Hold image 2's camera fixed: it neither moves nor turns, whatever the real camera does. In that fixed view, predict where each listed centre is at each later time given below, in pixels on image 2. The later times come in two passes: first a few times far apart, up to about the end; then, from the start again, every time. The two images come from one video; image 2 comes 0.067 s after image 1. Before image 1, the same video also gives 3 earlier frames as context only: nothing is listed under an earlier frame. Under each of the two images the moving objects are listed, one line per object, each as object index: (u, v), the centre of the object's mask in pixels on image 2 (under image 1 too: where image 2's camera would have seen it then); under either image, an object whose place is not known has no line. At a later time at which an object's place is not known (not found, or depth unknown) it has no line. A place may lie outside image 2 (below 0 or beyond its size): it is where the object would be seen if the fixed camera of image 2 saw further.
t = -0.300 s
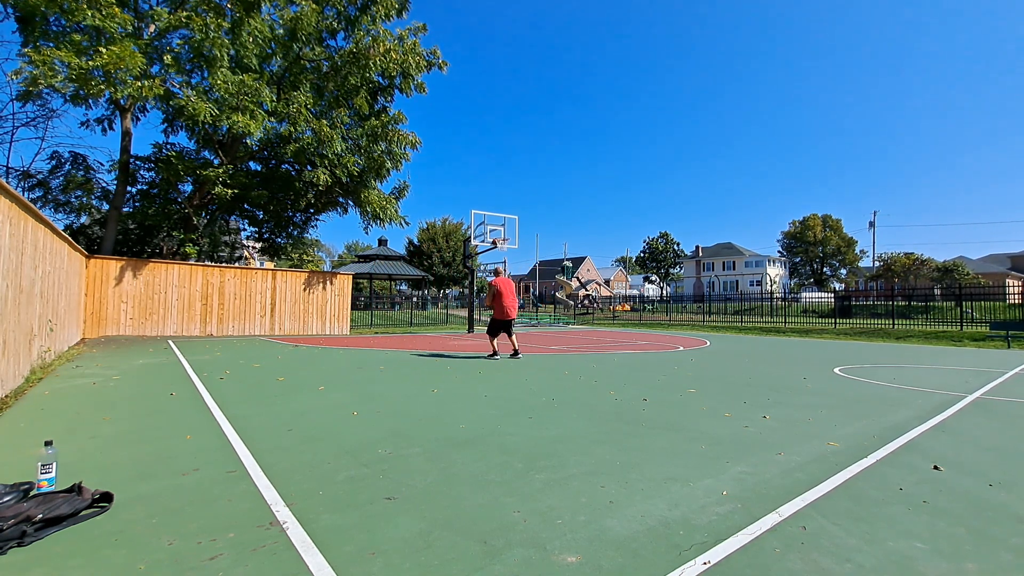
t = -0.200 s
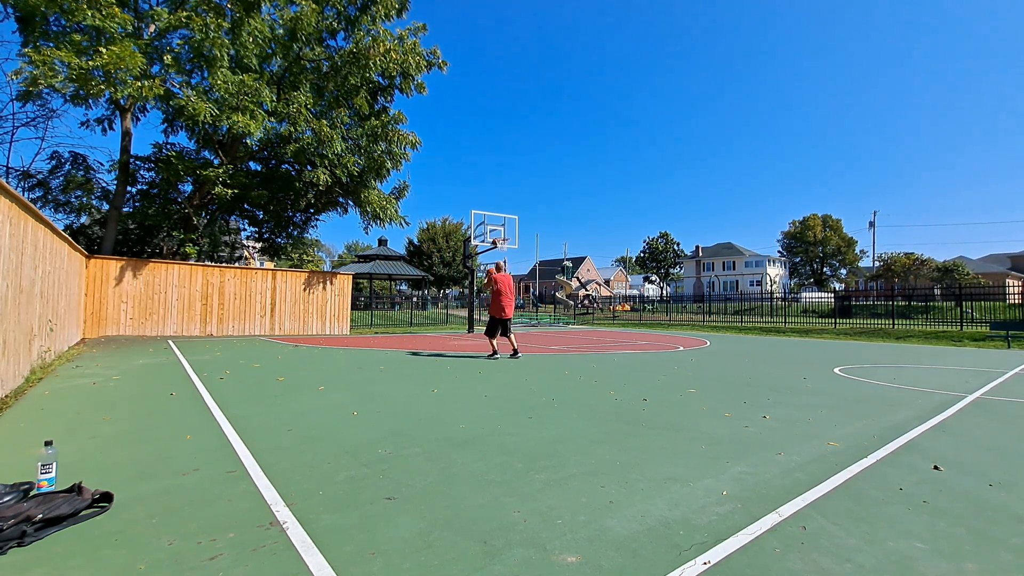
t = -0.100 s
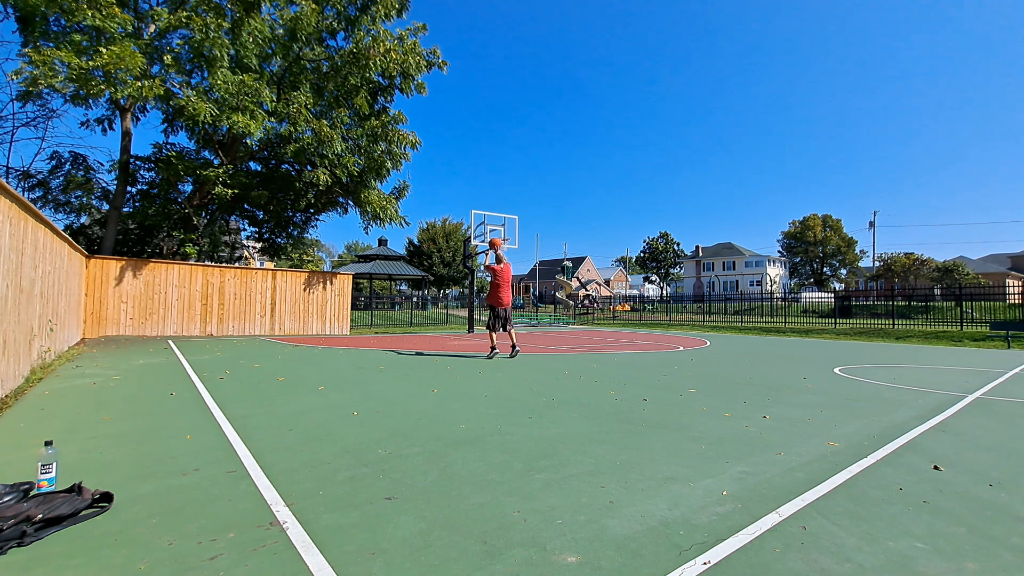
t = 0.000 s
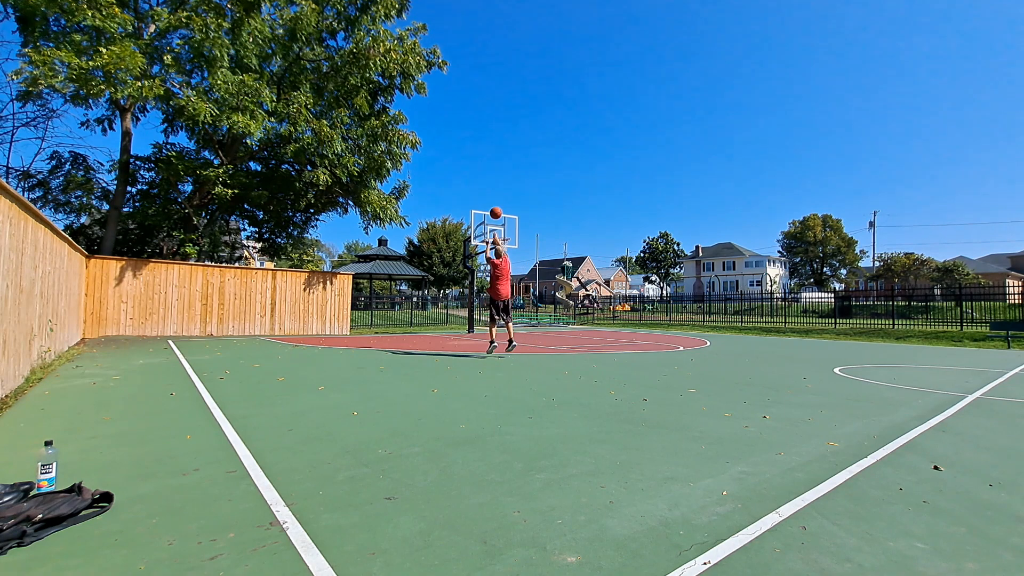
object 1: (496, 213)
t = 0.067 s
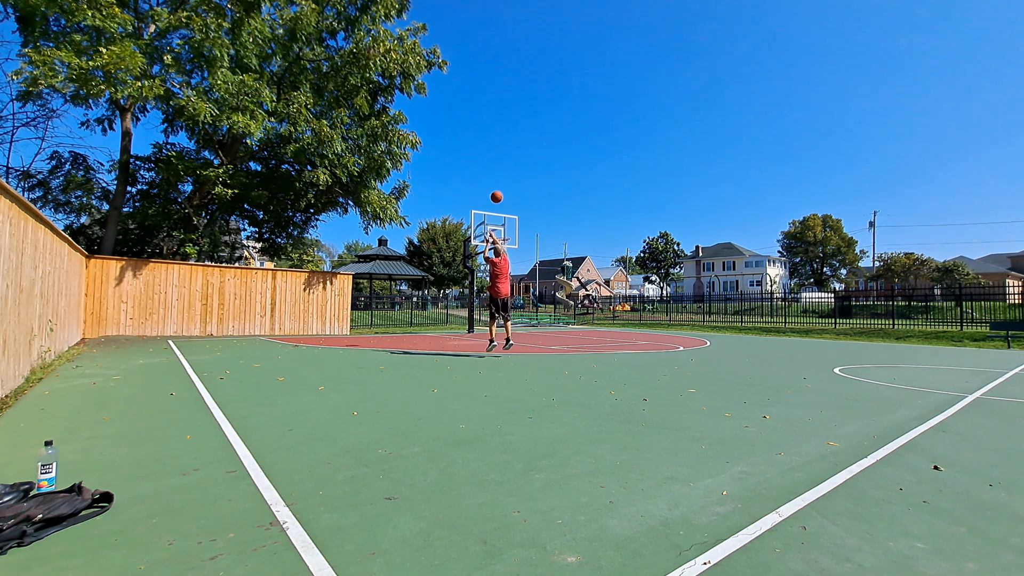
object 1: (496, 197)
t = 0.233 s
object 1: (498, 169)
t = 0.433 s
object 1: (499, 155)
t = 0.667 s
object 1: (500, 158)
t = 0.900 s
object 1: (501, 178)
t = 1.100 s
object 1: (502, 205)
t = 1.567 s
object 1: (510, 210)
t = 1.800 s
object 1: (517, 205)
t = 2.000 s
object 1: (525, 216)
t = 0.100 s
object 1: (496, 190)
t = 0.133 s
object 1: (497, 184)
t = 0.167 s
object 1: (497, 178)
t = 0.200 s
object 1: (498, 173)
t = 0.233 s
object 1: (498, 169)
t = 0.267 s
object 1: (498, 165)
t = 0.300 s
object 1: (498, 162)
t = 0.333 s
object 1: (498, 160)
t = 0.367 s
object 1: (499, 157)
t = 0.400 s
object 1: (499, 156)
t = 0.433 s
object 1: (499, 155)
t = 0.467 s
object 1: (499, 154)
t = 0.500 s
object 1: (500, 154)
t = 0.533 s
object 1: (500, 154)
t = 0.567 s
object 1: (500, 154)
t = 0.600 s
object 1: (500, 155)
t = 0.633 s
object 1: (500, 156)
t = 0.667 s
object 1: (500, 158)
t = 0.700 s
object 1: (501, 160)
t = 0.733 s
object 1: (501, 162)
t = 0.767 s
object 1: (501, 165)
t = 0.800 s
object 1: (501, 168)
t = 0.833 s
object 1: (501, 171)
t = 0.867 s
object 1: (501, 174)
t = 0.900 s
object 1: (501, 178)
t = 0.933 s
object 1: (501, 182)
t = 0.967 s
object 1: (501, 186)
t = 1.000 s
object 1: (501, 191)
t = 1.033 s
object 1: (501, 195)
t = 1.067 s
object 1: (502, 200)
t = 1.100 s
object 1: (502, 205)
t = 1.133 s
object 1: (502, 211)
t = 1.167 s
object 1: (502, 217)
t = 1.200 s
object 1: (502, 223)
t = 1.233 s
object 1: (502, 229)
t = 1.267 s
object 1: (502, 235)
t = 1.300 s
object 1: (502, 235)
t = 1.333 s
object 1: (503, 231)
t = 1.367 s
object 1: (504, 227)
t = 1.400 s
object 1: (505, 224)
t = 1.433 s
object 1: (506, 221)
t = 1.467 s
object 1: (507, 217)
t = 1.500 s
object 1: (508, 214)
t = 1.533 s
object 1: (509, 212)
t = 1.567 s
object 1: (510, 210)
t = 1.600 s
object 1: (511, 208)
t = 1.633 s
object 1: (512, 207)
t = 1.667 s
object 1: (513, 205)
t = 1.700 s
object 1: (514, 205)
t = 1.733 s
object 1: (515, 204)
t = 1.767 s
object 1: (516, 204)
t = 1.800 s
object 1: (517, 205)
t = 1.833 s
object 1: (519, 206)
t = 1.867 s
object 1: (520, 207)
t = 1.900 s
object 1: (521, 208)
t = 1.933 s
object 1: (522, 210)
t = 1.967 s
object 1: (524, 213)
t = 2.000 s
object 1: (525, 216)
